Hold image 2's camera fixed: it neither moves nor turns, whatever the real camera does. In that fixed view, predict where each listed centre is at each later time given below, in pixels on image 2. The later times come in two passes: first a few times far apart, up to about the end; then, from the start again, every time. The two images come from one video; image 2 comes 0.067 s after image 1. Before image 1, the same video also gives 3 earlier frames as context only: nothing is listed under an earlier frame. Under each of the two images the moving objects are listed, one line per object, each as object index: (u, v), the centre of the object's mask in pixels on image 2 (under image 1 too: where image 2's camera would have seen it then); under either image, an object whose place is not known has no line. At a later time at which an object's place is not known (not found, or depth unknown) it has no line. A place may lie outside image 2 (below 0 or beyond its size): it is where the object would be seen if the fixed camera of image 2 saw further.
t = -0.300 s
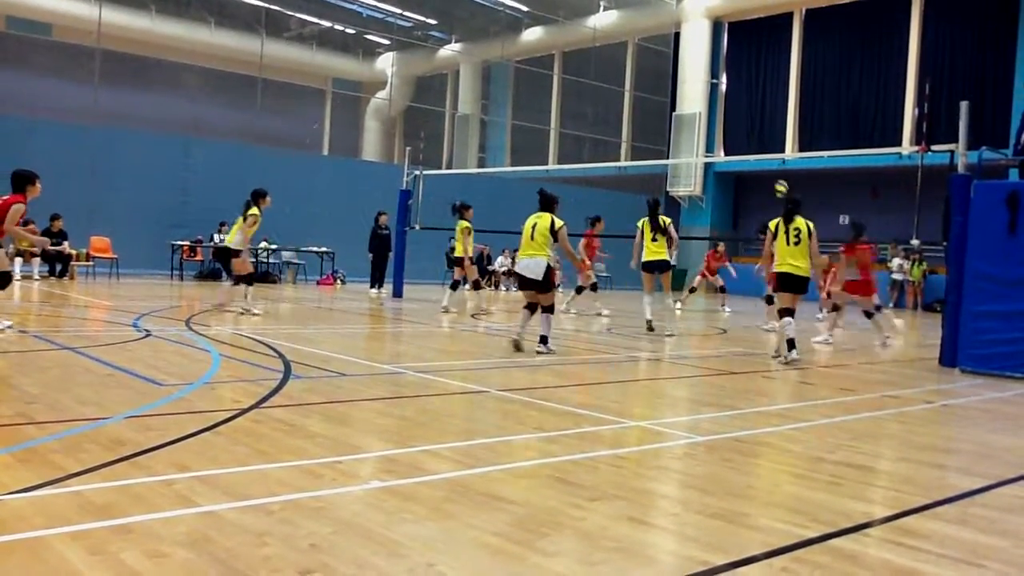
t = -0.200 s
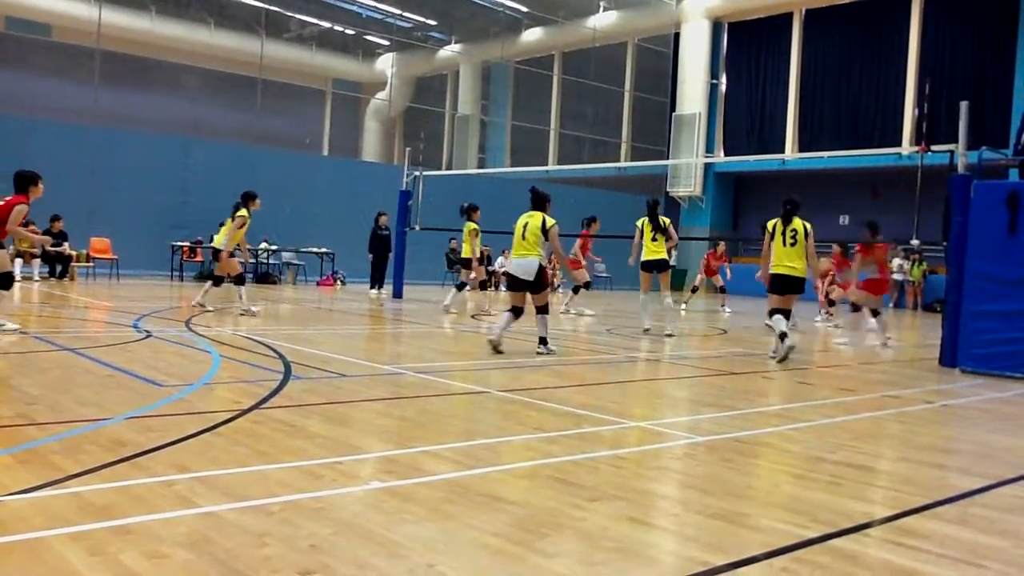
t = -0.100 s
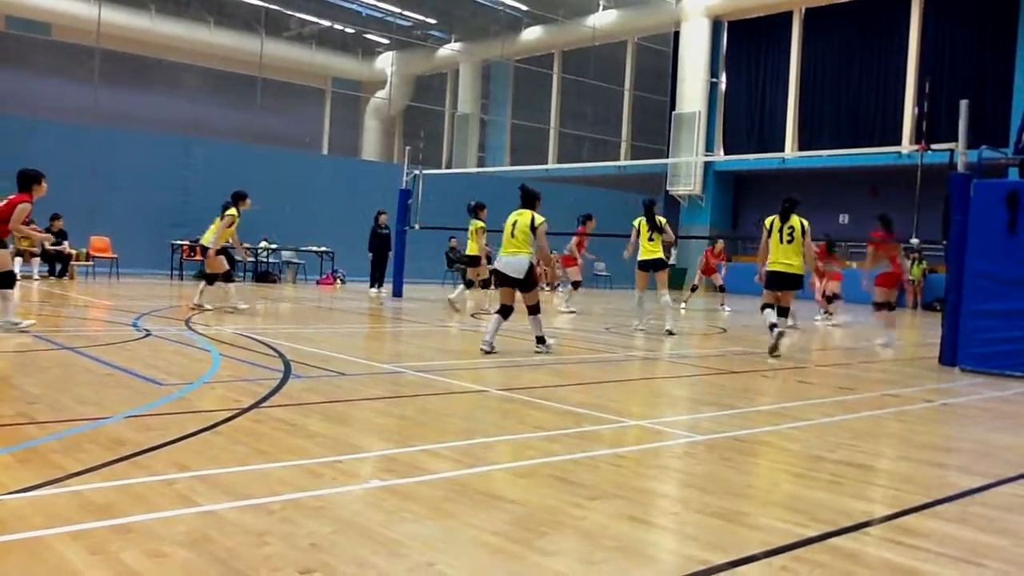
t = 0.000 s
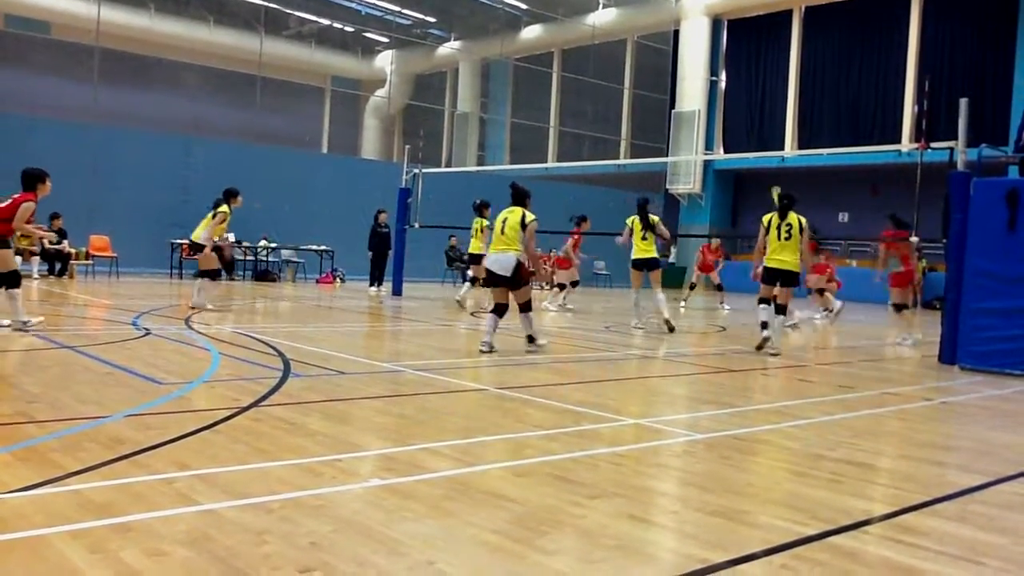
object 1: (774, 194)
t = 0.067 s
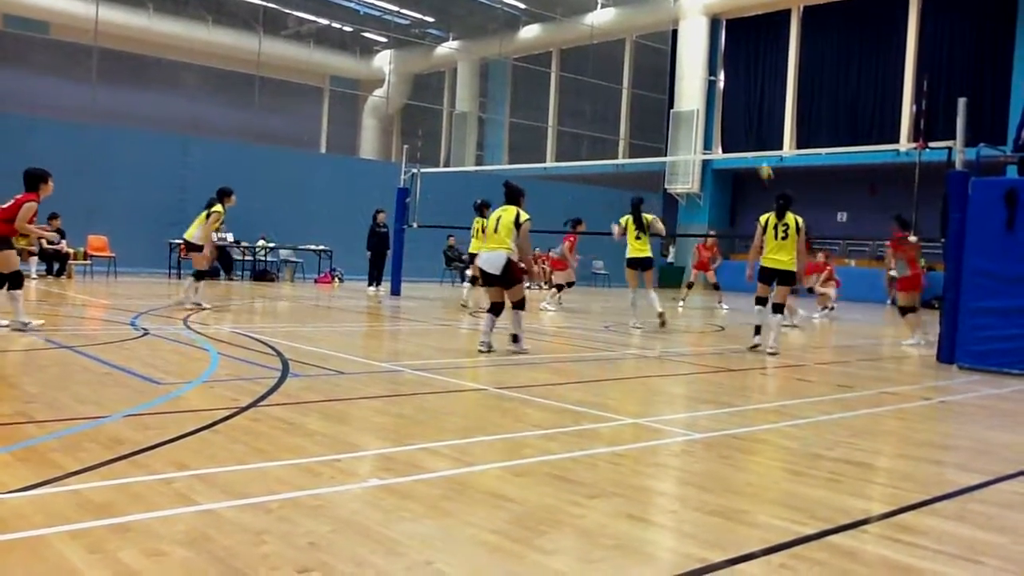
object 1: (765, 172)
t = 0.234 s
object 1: (738, 122)
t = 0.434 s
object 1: (705, 84)
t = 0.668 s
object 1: (665, 69)
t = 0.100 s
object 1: (761, 161)
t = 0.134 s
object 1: (753, 146)
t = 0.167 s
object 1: (749, 140)
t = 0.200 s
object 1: (743, 131)
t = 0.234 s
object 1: (738, 122)
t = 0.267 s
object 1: (732, 114)
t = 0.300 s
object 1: (727, 107)
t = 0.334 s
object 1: (721, 99)
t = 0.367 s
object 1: (714, 93)
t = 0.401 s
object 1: (709, 88)
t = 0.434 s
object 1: (705, 84)
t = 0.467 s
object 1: (699, 81)
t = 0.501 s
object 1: (694, 77)
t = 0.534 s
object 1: (688, 75)
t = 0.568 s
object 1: (681, 71)
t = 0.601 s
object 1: (675, 70)
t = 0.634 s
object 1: (670, 69)
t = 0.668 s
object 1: (665, 69)
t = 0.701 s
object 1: (660, 69)
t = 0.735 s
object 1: (655, 70)
